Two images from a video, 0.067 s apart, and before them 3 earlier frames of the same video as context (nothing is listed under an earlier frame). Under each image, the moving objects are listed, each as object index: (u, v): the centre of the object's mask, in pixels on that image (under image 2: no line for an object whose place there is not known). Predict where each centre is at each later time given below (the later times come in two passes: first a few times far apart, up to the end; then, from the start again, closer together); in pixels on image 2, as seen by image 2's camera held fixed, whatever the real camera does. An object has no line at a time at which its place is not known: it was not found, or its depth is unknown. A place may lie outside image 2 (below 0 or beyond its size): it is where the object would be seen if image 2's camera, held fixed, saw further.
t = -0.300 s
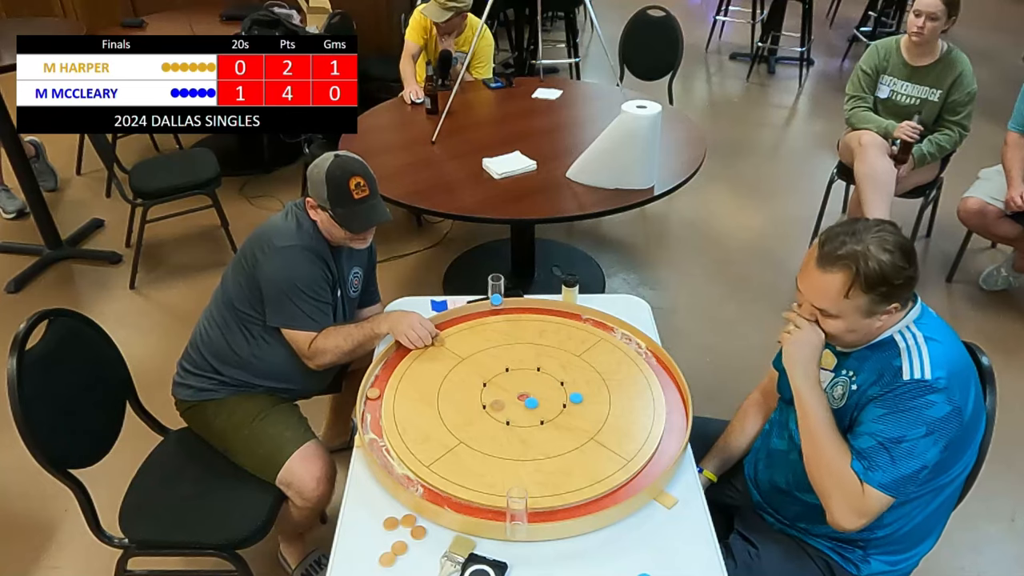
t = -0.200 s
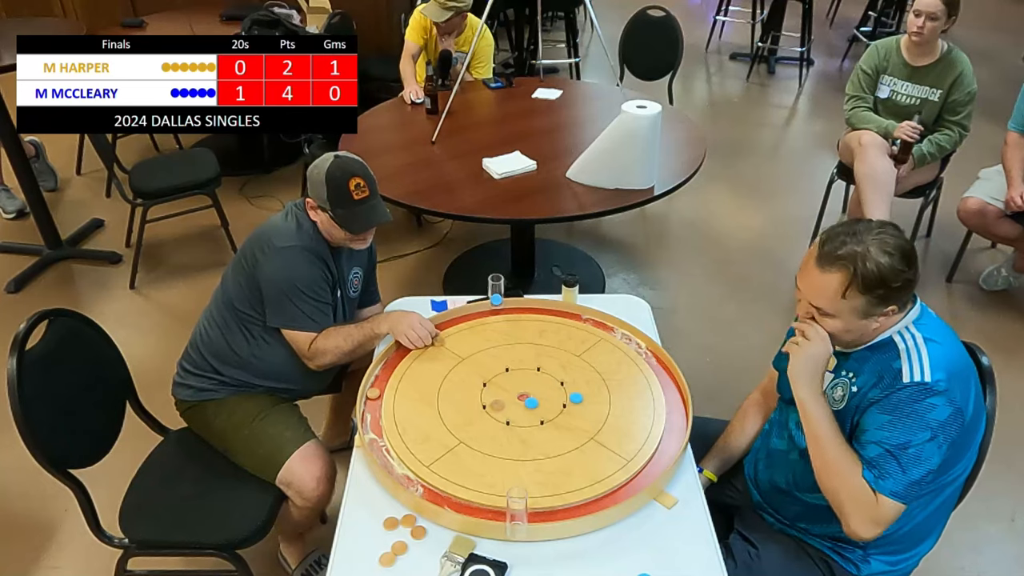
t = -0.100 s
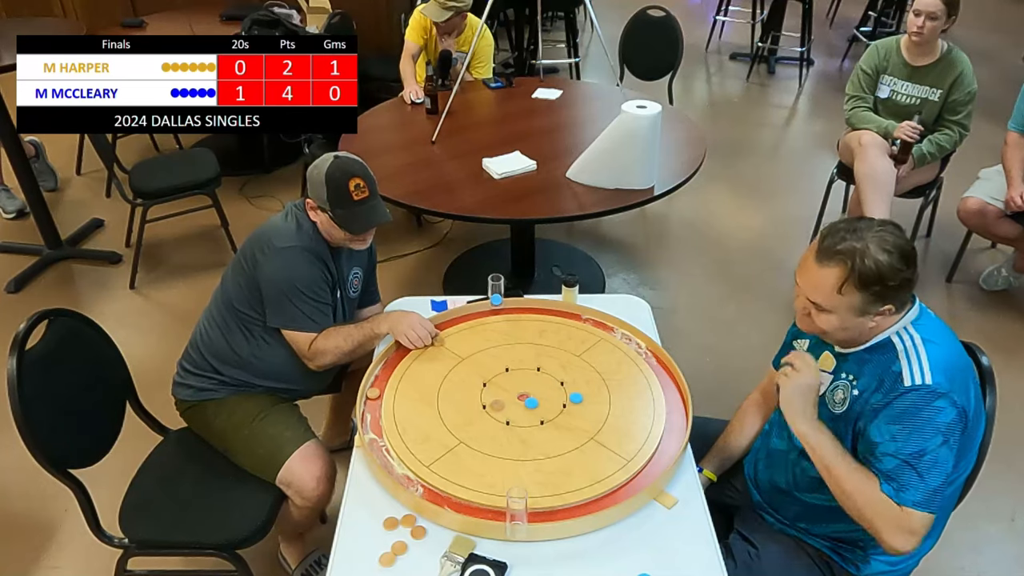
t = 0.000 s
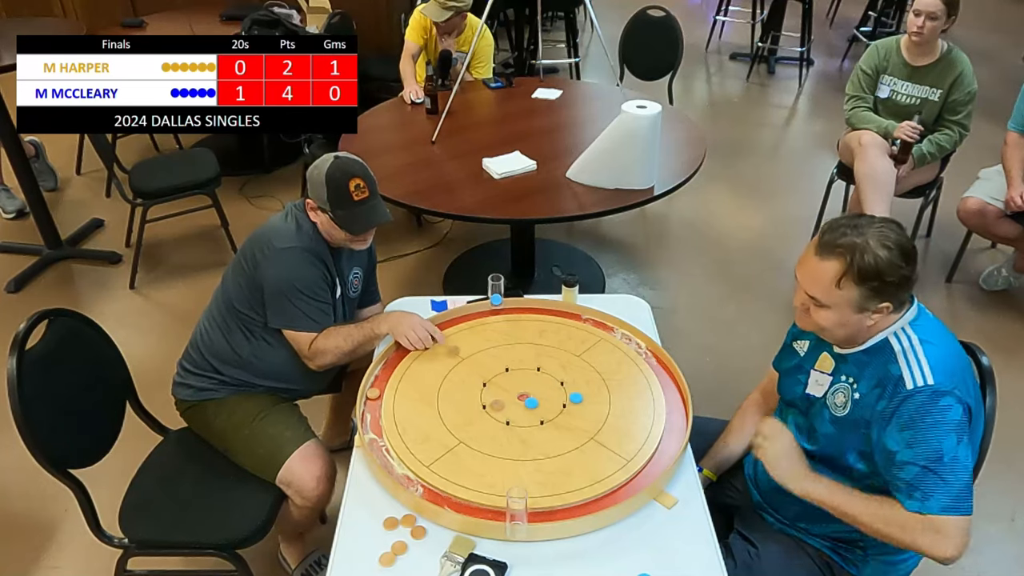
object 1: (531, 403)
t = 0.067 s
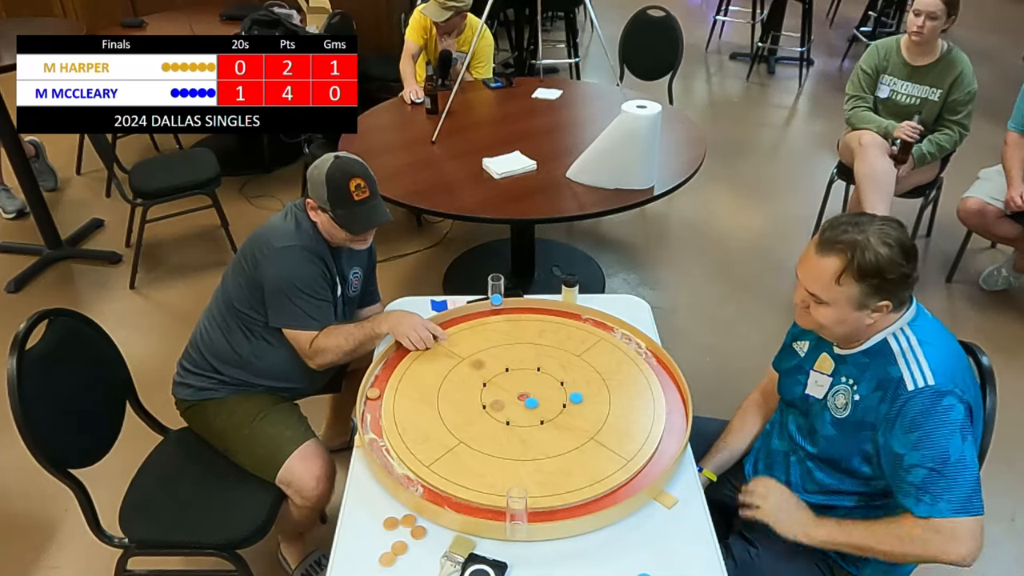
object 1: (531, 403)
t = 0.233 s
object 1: (534, 409)
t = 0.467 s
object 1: (530, 383)
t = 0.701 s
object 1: (524, 360)
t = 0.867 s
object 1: (521, 352)
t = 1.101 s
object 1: (521, 350)
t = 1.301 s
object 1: (521, 350)
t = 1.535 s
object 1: (521, 350)
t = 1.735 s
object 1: (521, 350)
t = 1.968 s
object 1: (521, 350)
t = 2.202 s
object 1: (521, 350)
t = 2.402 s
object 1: (521, 350)
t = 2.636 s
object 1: (521, 350)
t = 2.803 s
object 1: (521, 350)
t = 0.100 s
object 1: (531, 403)
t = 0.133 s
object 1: (531, 403)
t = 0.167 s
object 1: (531, 403)
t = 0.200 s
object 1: (531, 403)
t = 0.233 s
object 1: (534, 409)
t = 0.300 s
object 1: (537, 410)
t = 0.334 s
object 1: (535, 403)
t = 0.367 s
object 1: (534, 398)
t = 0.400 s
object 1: (532, 393)
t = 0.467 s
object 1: (530, 383)
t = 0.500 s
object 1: (529, 378)
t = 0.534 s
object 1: (528, 375)
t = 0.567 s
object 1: (527, 371)
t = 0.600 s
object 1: (526, 368)
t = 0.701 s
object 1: (524, 360)
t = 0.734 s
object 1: (523, 359)
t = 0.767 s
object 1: (523, 357)
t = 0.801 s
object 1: (523, 354)
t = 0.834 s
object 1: (522, 353)
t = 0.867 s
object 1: (521, 352)
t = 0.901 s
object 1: (521, 351)
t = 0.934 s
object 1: (521, 350)
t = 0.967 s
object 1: (521, 350)
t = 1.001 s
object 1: (521, 350)
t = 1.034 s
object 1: (521, 350)
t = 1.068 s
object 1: (521, 350)
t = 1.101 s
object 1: (521, 350)
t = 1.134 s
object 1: (521, 350)
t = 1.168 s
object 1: (521, 349)
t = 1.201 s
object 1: (521, 350)
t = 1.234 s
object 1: (521, 350)
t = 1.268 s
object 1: (521, 350)
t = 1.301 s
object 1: (521, 350)
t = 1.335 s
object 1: (521, 350)
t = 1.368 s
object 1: (521, 350)
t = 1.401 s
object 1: (521, 350)
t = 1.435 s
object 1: (521, 350)
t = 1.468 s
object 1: (521, 350)
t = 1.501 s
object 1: (521, 350)
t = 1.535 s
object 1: (521, 350)
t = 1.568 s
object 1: (521, 350)
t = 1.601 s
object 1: (521, 350)
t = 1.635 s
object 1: (521, 350)
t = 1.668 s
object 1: (521, 350)
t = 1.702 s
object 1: (521, 350)
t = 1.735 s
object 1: (521, 350)
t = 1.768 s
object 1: (521, 350)
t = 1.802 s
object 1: (521, 350)
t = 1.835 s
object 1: (521, 350)
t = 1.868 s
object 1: (521, 350)
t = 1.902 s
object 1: (521, 350)
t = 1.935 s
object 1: (521, 350)
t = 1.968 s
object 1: (521, 350)
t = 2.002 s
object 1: (521, 350)
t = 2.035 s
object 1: (521, 350)
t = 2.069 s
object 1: (521, 350)
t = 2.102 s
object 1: (521, 350)
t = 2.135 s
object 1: (521, 350)
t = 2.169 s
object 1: (521, 350)
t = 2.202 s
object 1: (521, 350)
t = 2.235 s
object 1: (521, 350)
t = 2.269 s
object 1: (521, 350)
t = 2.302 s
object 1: (521, 350)
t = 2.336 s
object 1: (521, 350)
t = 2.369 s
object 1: (521, 350)
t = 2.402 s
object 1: (521, 350)
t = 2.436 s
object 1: (521, 350)
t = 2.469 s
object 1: (521, 350)
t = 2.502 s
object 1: (521, 350)
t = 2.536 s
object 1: (521, 350)
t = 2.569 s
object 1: (521, 350)
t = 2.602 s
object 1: (521, 350)
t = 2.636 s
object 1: (521, 350)
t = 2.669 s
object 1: (521, 350)
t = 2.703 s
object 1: (521, 350)
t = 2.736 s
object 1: (521, 350)
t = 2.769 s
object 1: (521, 350)
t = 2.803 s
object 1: (521, 350)
